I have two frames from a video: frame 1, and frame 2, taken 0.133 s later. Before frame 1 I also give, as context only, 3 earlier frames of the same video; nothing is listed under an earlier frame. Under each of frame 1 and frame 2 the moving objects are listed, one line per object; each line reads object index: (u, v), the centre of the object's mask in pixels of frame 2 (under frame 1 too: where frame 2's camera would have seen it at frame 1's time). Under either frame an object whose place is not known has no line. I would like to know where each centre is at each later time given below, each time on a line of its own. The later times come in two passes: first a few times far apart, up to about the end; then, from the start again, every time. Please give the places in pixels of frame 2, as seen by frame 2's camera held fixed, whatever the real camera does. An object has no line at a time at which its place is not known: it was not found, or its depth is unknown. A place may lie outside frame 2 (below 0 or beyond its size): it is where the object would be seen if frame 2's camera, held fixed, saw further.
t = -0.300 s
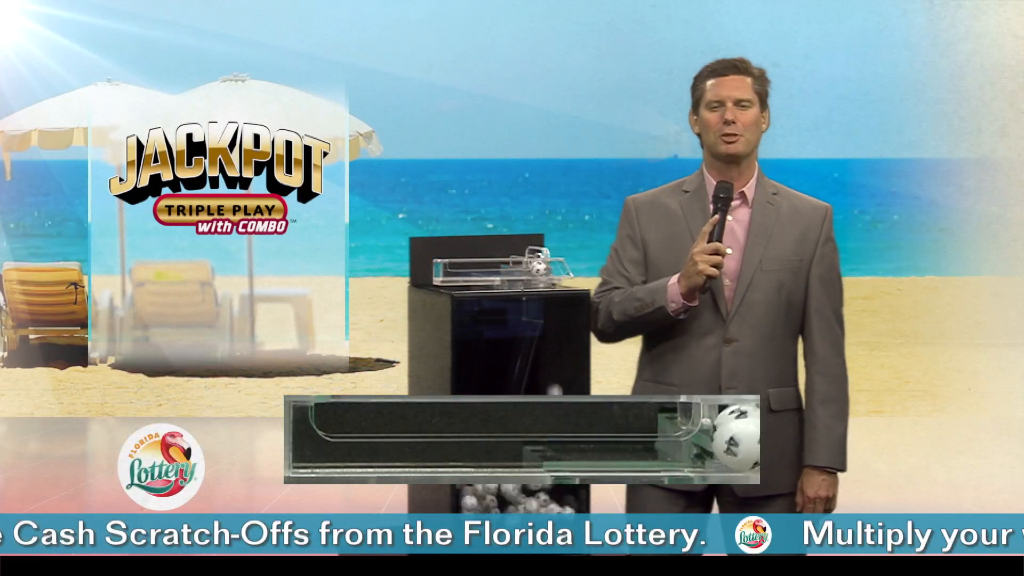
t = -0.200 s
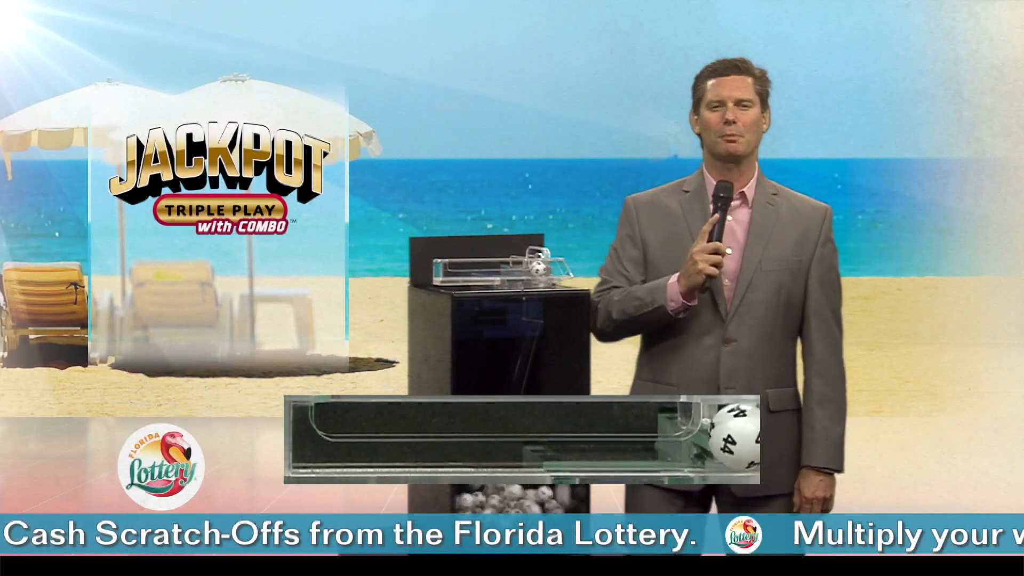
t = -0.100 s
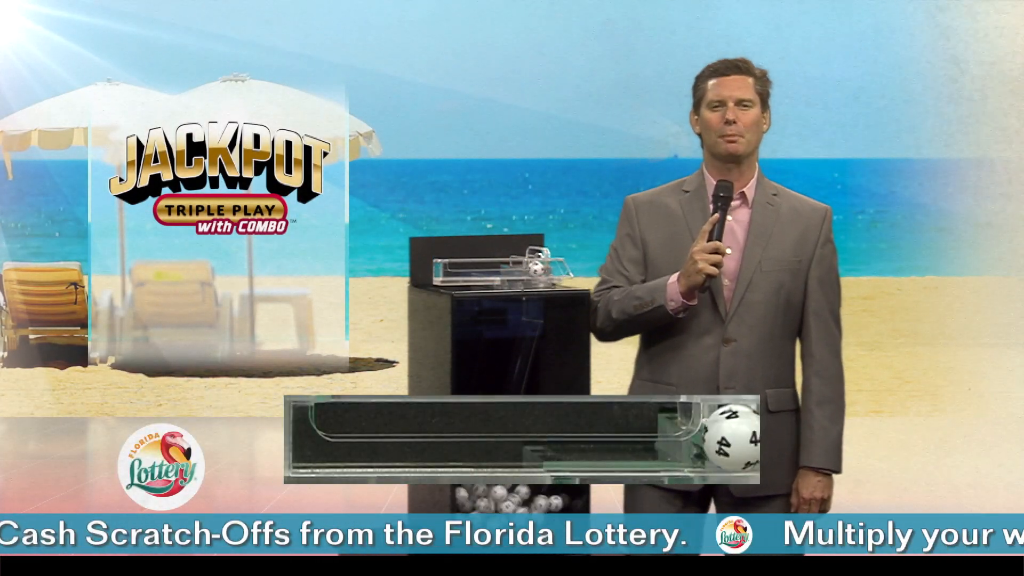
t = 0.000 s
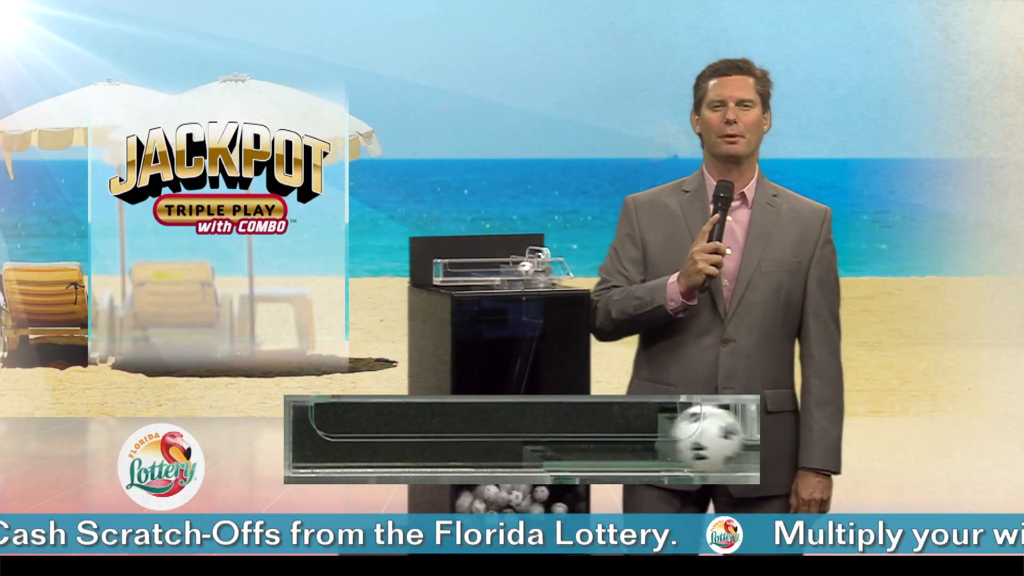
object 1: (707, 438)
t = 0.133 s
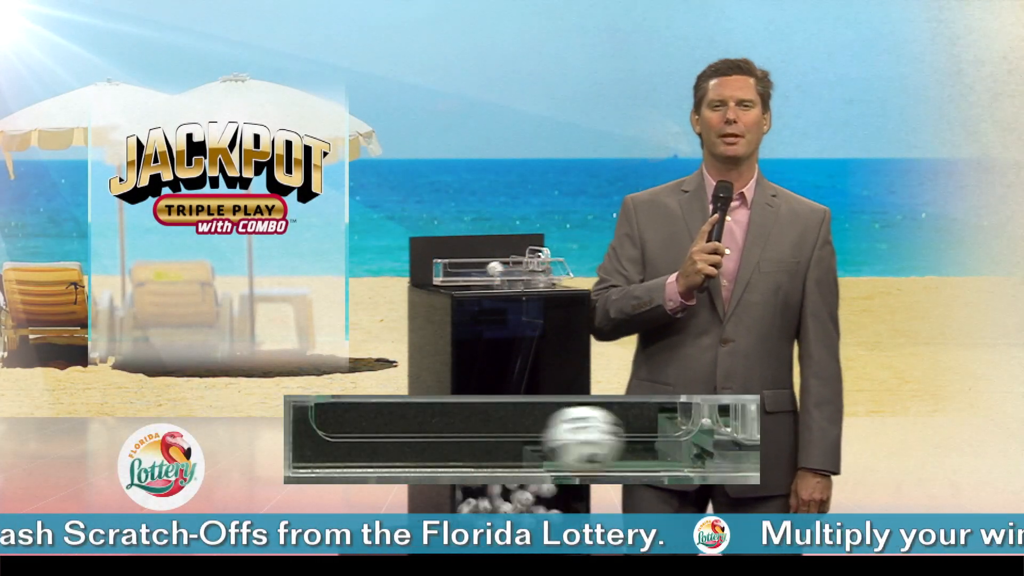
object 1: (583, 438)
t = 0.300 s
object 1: (343, 436)
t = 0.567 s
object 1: (434, 436)
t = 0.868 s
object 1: (368, 436)
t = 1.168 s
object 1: (325, 437)
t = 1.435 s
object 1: (348, 437)
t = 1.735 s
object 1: (342, 438)
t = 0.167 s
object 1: (543, 435)
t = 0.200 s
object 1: (497, 435)
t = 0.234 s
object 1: (448, 435)
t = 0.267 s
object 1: (396, 435)
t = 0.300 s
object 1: (343, 436)
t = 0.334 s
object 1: (350, 436)
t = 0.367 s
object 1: (388, 436)
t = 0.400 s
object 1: (416, 437)
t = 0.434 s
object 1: (436, 437)
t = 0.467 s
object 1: (447, 436)
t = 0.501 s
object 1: (449, 435)
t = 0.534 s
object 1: (444, 435)
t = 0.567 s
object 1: (434, 436)
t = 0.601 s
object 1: (421, 437)
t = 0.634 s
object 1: (404, 437)
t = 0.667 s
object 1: (386, 436)
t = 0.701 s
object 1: (364, 435)
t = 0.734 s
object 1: (341, 436)
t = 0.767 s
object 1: (327, 436)
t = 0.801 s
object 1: (345, 436)
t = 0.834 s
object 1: (359, 436)
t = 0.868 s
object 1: (368, 436)
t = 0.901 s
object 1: (371, 436)
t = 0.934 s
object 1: (370, 436)
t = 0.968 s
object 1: (366, 436)
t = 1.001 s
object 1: (359, 436)
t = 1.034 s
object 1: (351, 437)
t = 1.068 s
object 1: (343, 437)
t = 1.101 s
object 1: (335, 437)
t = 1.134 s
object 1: (328, 437)
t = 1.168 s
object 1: (325, 437)
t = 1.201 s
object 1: (330, 437)
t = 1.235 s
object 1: (332, 438)
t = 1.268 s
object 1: (335, 437)
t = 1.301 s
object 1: (337, 437)
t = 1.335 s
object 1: (340, 438)
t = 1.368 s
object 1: (343, 438)
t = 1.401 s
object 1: (345, 438)
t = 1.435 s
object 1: (348, 437)
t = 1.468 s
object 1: (348, 438)
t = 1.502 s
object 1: (348, 438)
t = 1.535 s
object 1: (348, 438)
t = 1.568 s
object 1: (348, 438)
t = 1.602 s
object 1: (347, 438)
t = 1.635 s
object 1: (346, 438)
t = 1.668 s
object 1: (345, 438)
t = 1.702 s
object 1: (344, 438)
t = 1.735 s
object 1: (342, 438)
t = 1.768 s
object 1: (341, 438)
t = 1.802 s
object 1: (339, 438)
